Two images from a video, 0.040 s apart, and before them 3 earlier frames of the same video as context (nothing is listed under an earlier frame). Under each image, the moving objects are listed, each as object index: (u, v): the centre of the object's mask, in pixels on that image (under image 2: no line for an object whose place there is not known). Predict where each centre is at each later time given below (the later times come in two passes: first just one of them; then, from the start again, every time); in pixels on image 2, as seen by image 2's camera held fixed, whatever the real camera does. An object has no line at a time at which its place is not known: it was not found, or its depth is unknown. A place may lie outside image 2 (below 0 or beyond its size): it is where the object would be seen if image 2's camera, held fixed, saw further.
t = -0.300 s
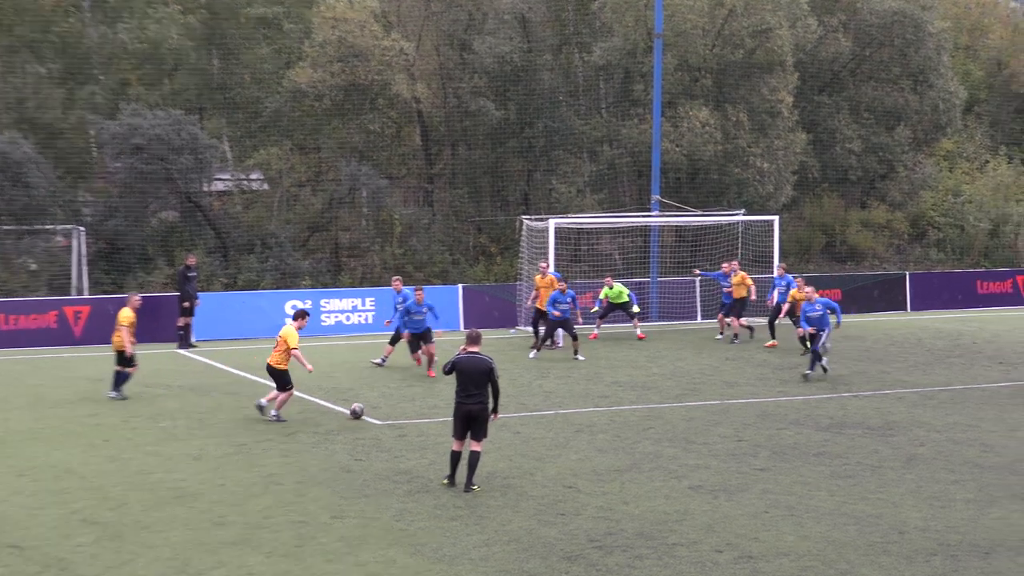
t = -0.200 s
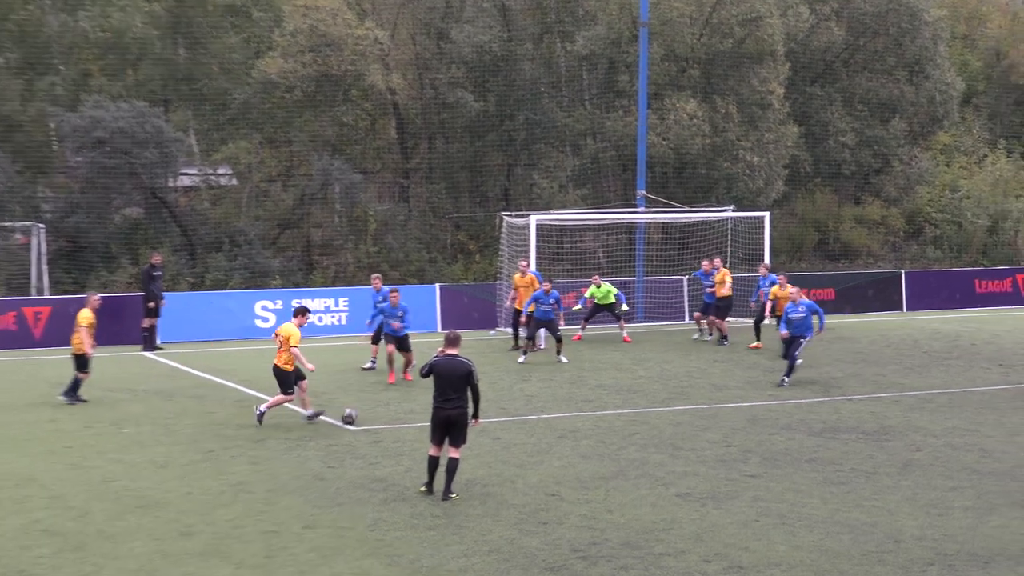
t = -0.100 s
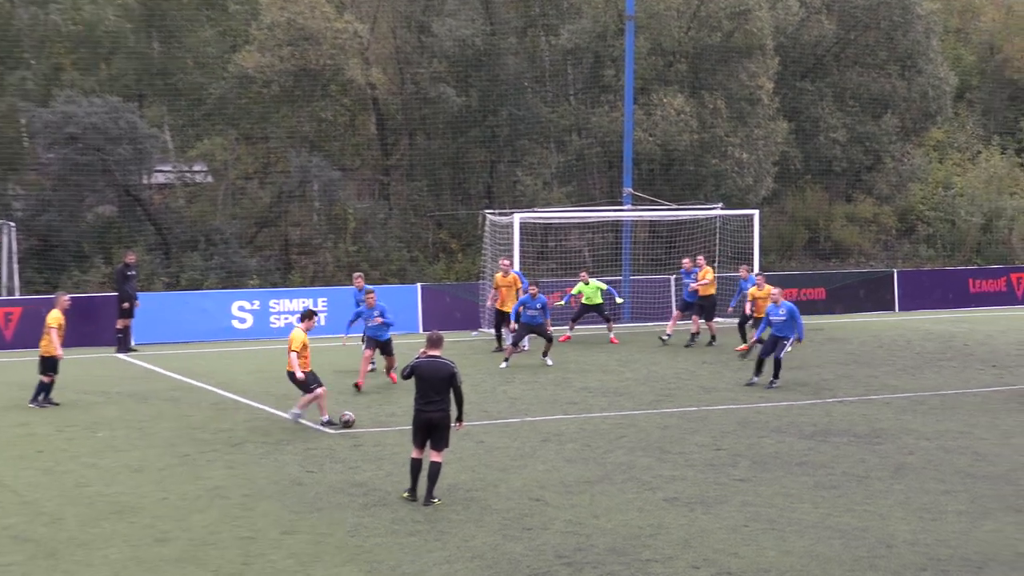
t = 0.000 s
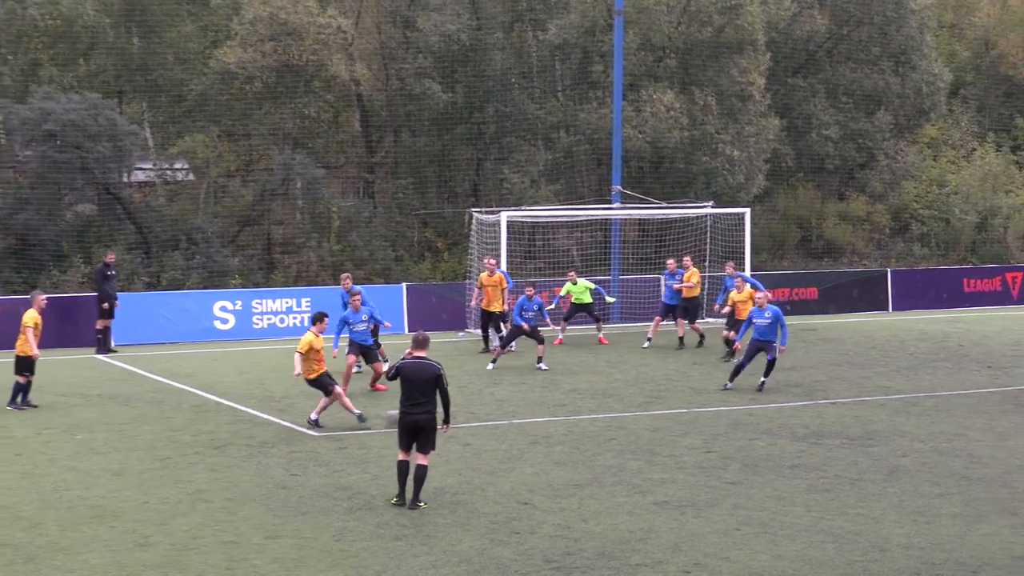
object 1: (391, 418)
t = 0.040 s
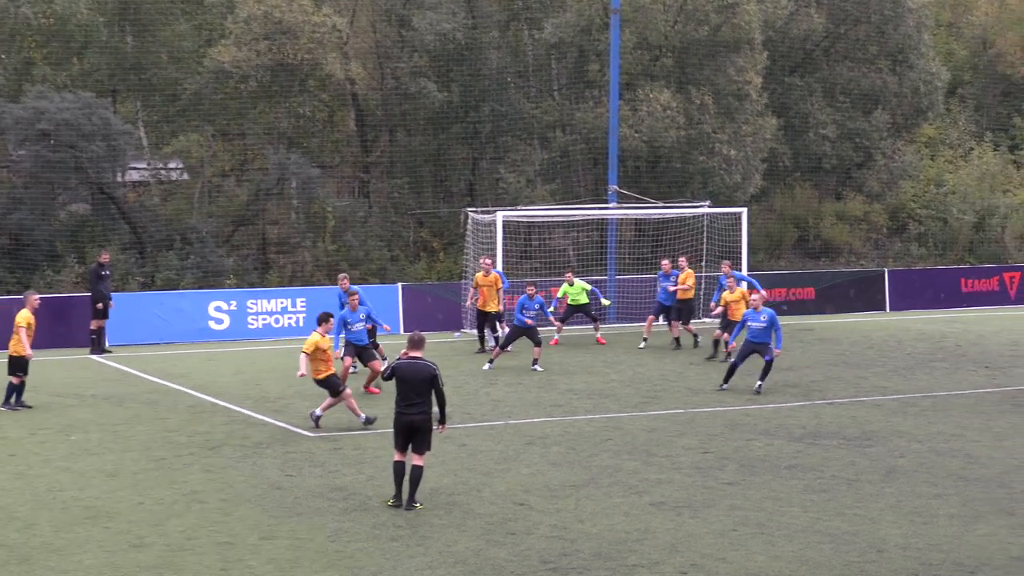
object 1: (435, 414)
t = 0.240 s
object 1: (655, 409)
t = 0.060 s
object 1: (461, 412)
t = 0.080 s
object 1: (484, 411)
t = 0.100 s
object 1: (507, 410)
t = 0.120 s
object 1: (529, 410)
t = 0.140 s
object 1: (550, 410)
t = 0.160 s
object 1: (574, 409)
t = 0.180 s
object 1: (594, 411)
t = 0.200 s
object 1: (615, 412)
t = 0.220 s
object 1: (636, 414)
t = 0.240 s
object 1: (655, 409)
